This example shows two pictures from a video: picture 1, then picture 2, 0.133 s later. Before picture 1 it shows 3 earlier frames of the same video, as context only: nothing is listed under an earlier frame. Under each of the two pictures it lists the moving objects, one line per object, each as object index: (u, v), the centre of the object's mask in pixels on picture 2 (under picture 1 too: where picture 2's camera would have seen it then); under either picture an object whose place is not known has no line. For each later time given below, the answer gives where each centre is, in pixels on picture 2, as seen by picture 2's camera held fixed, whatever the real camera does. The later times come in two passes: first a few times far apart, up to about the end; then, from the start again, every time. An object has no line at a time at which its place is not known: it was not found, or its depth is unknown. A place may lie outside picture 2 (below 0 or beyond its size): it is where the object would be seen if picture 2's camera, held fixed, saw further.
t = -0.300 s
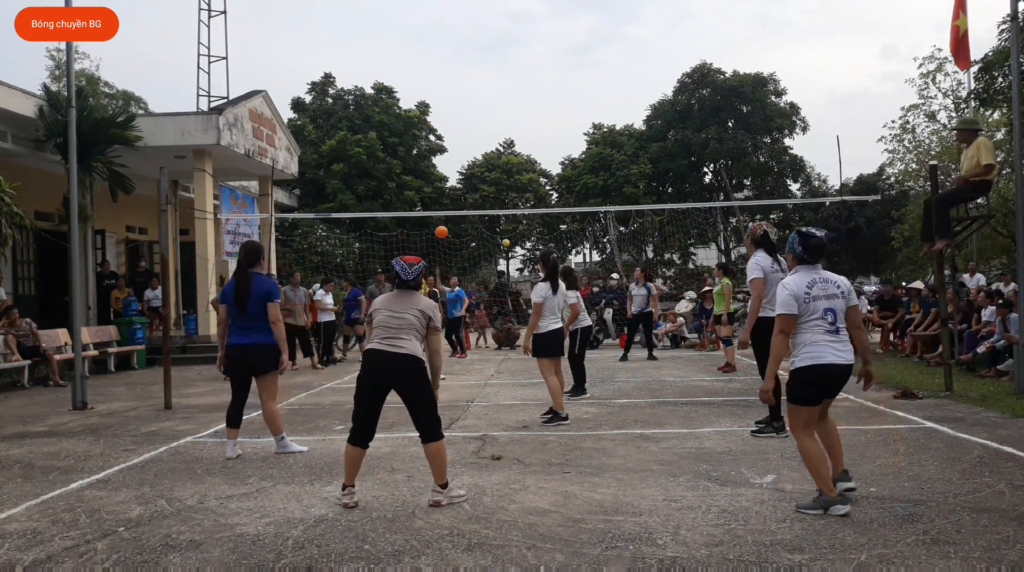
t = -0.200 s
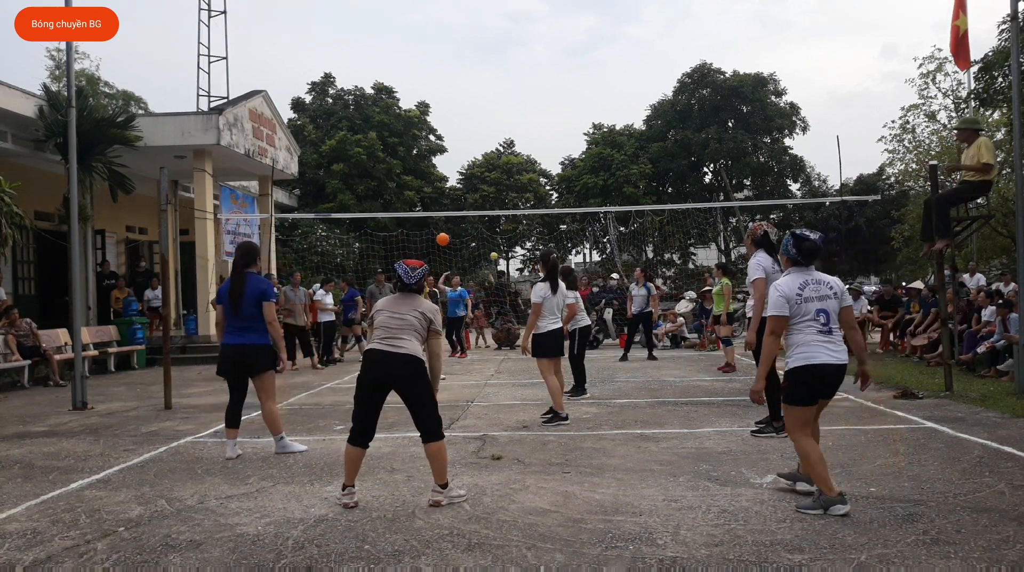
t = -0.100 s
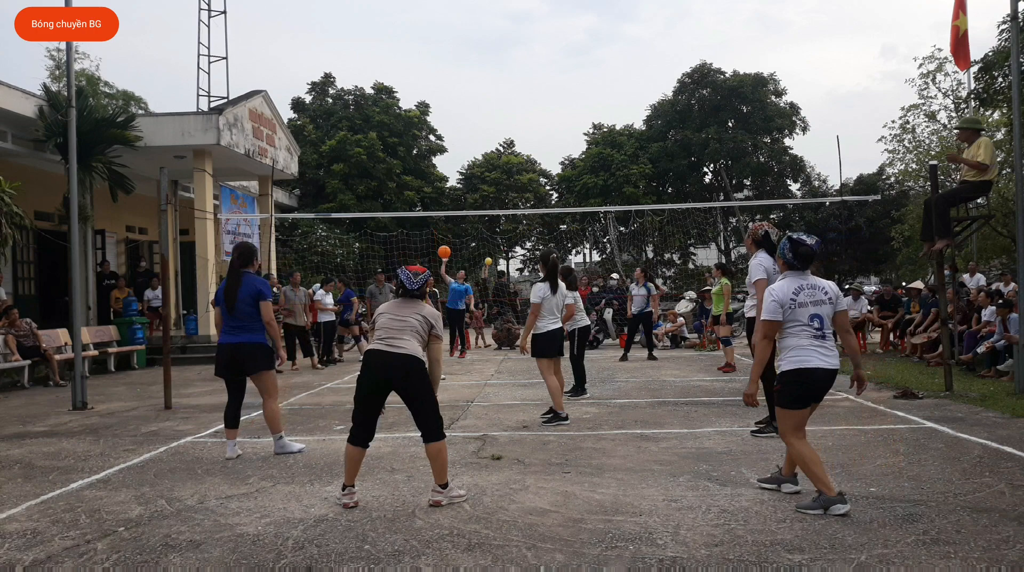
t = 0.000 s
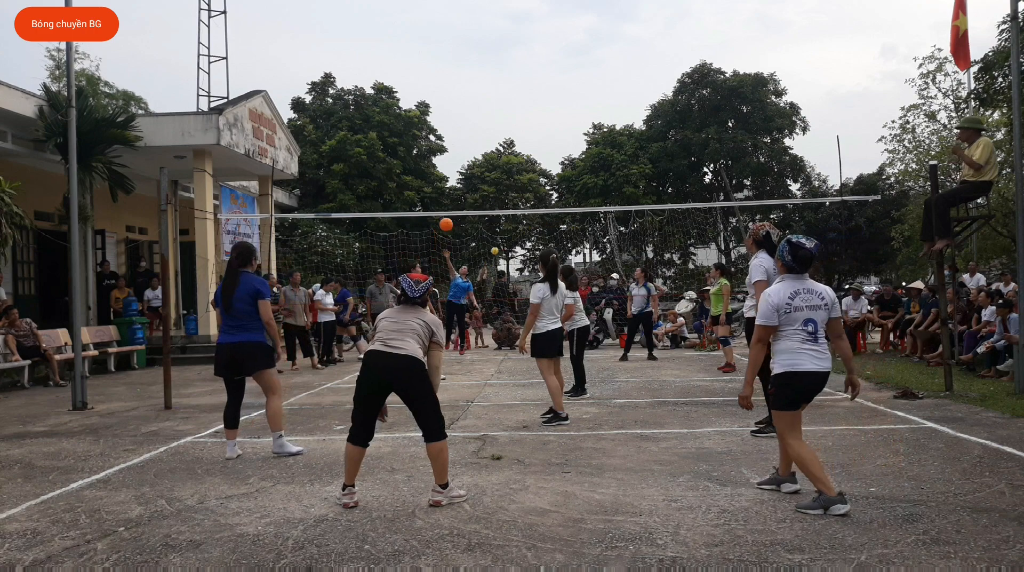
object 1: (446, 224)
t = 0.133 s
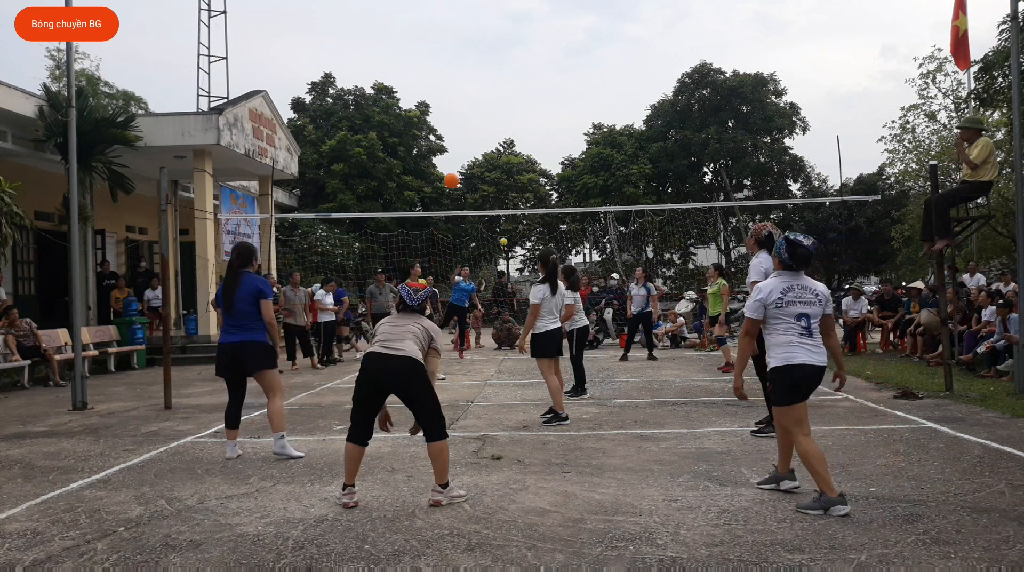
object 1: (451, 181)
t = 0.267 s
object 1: (458, 143)
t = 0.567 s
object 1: (476, 94)
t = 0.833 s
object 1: (507, 116)
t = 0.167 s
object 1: (453, 170)
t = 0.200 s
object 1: (454, 161)
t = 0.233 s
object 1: (456, 152)
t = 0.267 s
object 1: (458, 143)
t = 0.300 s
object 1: (459, 135)
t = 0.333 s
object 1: (461, 127)
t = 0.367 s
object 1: (462, 120)
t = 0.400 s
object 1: (464, 114)
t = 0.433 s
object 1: (466, 108)
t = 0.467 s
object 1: (468, 104)
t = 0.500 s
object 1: (471, 100)
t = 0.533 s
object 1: (473, 96)
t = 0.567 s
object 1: (476, 94)
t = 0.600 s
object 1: (479, 93)
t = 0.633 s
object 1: (482, 93)
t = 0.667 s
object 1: (486, 93)
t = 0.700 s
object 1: (489, 95)
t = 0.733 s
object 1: (493, 98)
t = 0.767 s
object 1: (497, 103)
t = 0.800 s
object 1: (502, 109)
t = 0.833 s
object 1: (507, 116)
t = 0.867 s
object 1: (512, 126)
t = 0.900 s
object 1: (517, 137)
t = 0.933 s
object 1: (523, 151)
